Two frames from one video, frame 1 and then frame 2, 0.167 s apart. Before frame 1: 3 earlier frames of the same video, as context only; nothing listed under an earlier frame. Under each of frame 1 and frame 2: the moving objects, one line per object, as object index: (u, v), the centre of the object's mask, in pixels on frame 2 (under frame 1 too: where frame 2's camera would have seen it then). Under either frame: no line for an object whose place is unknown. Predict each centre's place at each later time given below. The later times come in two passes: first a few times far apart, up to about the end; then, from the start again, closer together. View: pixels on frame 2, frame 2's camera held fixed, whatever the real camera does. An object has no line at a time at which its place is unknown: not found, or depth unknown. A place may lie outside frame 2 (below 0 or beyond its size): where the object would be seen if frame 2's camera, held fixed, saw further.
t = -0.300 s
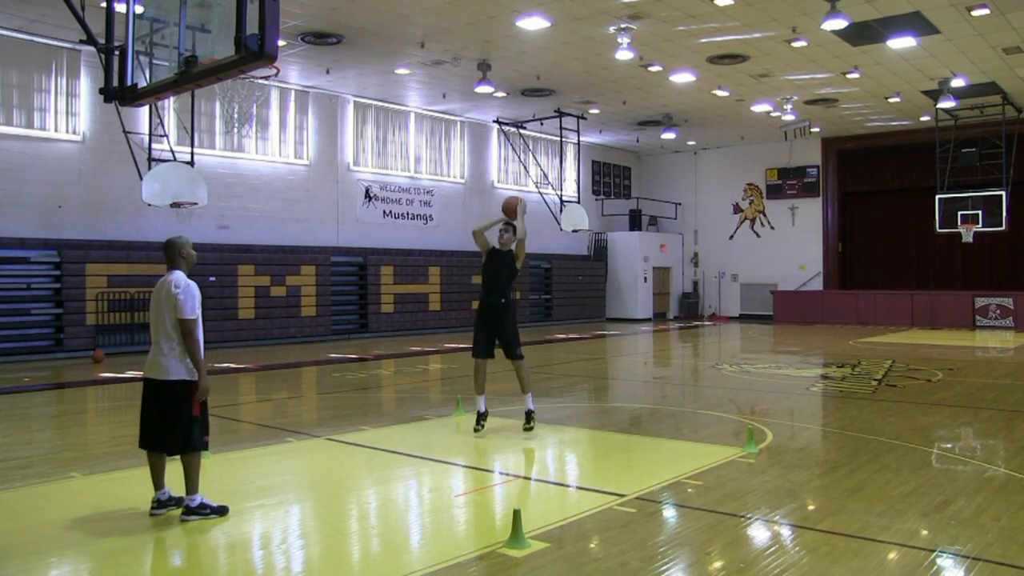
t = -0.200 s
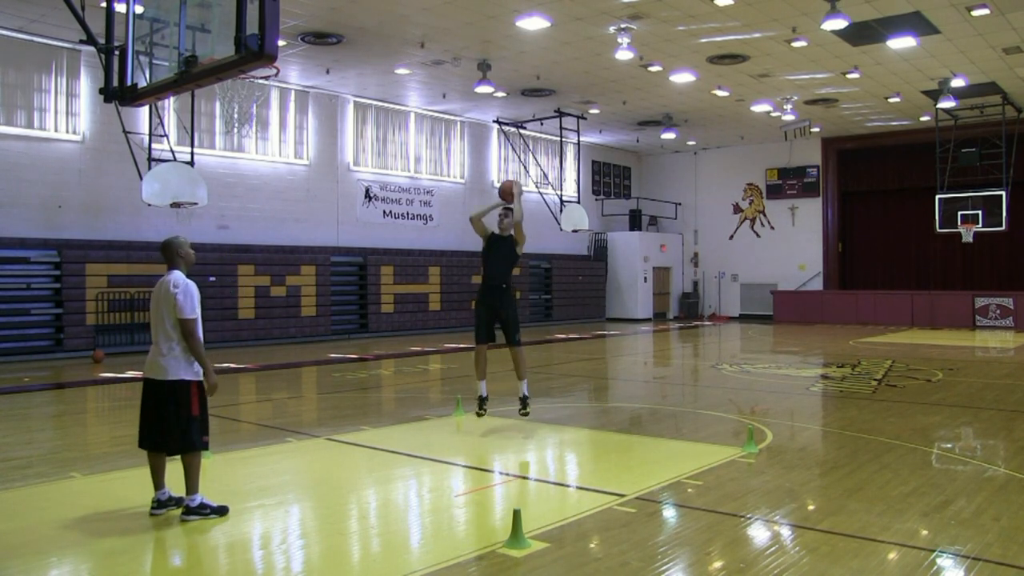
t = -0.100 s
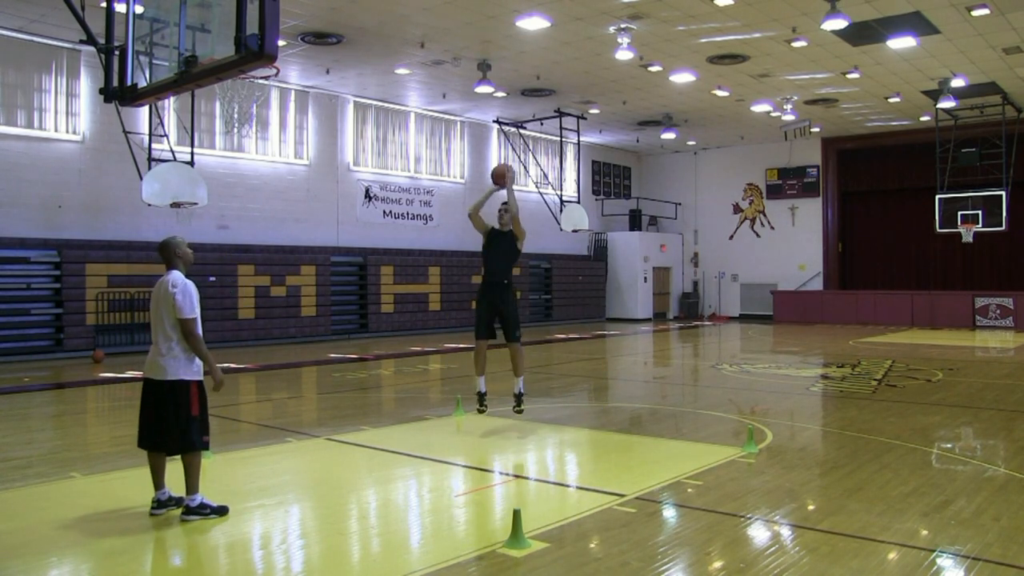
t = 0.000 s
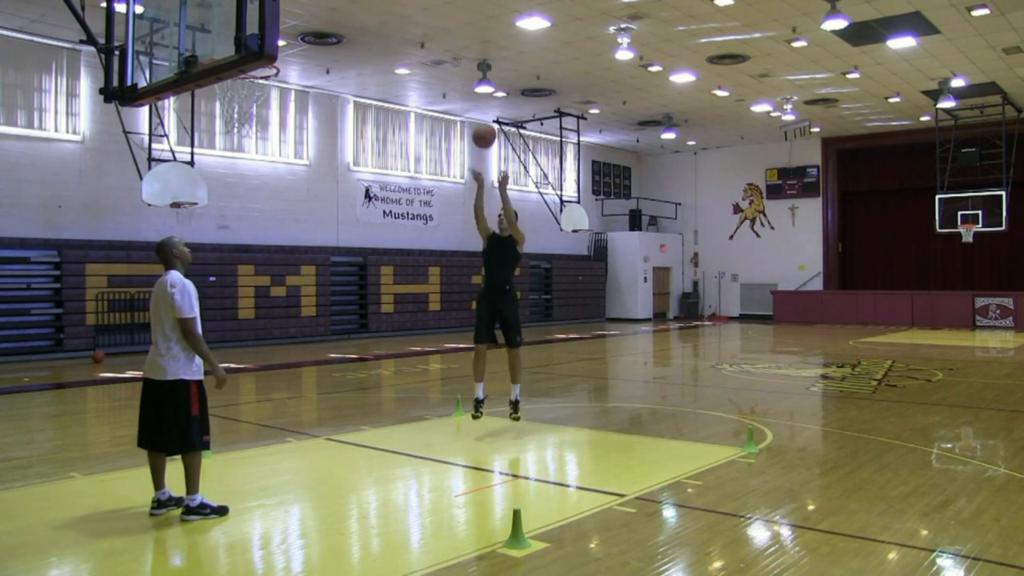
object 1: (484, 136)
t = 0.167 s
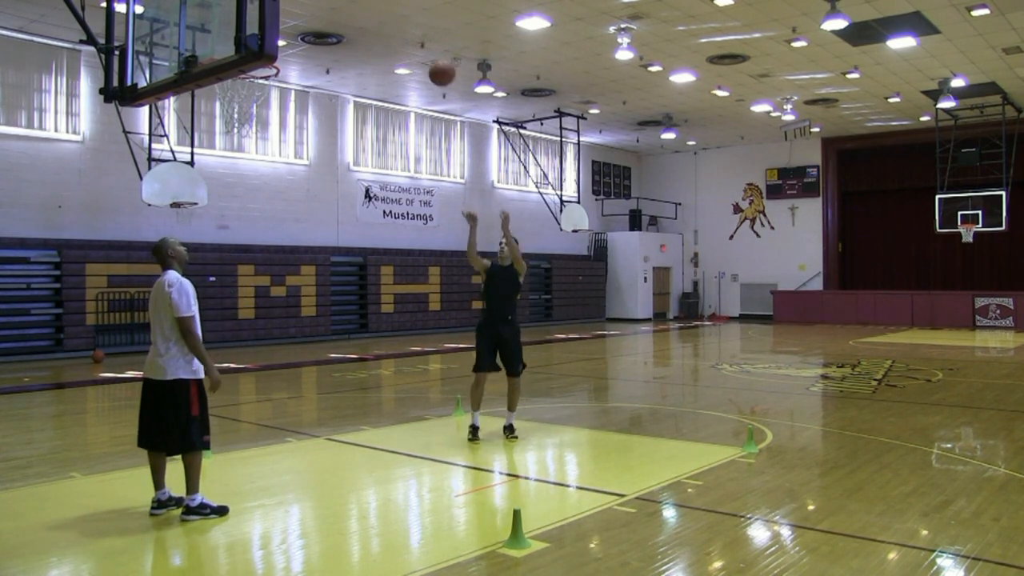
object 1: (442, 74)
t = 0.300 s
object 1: (404, 38)
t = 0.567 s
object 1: (311, 22)
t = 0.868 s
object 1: (236, 101)
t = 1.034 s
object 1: (252, 124)
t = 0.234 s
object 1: (423, 54)
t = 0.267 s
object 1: (414, 46)
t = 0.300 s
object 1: (404, 38)
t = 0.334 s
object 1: (393, 32)
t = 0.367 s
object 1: (383, 27)
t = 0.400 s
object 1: (372, 23)
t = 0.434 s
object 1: (360, 20)
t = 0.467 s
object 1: (349, 18)
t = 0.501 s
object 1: (337, 19)
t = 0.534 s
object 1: (324, 20)
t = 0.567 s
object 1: (311, 22)
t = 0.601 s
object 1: (298, 27)
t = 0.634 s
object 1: (289, 34)
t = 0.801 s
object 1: (236, 90)
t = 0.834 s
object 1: (234, 96)
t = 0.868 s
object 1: (236, 101)
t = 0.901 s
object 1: (239, 104)
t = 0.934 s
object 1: (241, 111)
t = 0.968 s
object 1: (245, 113)
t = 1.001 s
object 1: (249, 118)
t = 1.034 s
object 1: (252, 124)
